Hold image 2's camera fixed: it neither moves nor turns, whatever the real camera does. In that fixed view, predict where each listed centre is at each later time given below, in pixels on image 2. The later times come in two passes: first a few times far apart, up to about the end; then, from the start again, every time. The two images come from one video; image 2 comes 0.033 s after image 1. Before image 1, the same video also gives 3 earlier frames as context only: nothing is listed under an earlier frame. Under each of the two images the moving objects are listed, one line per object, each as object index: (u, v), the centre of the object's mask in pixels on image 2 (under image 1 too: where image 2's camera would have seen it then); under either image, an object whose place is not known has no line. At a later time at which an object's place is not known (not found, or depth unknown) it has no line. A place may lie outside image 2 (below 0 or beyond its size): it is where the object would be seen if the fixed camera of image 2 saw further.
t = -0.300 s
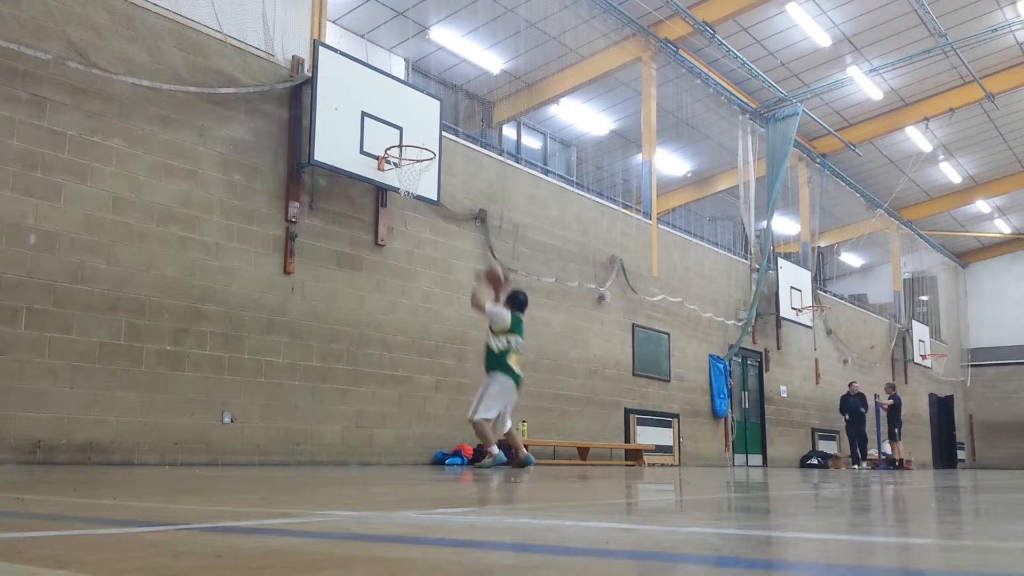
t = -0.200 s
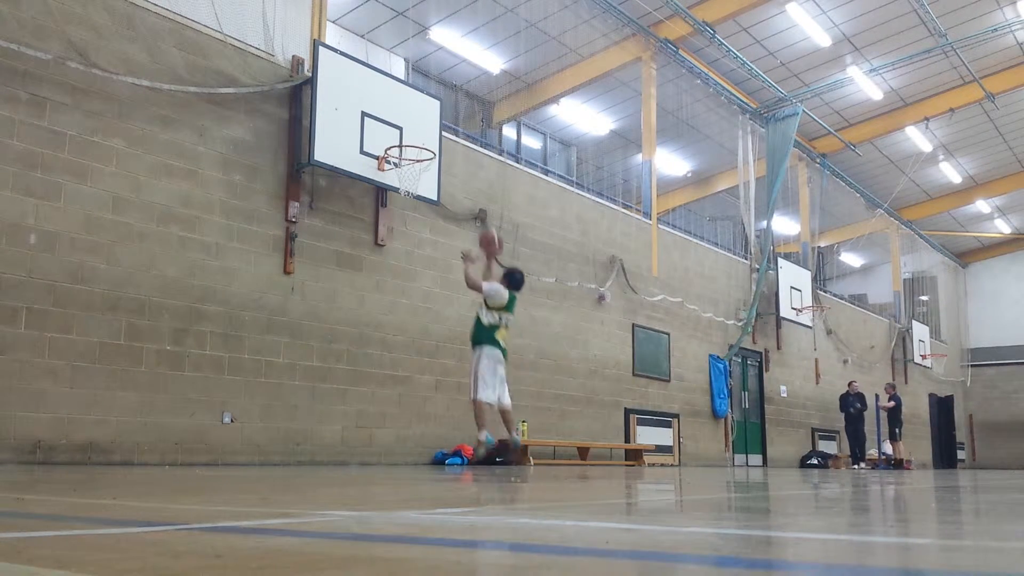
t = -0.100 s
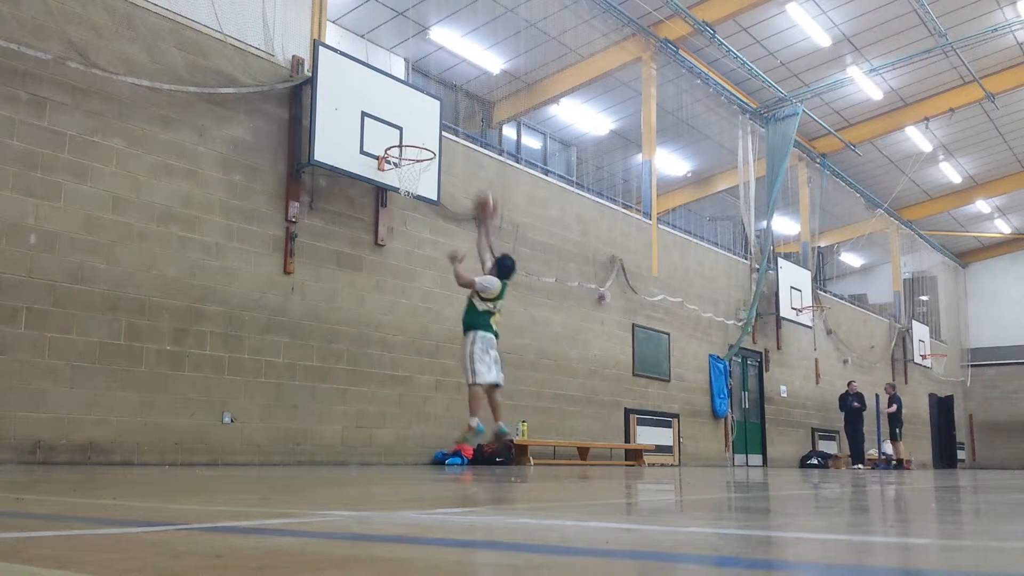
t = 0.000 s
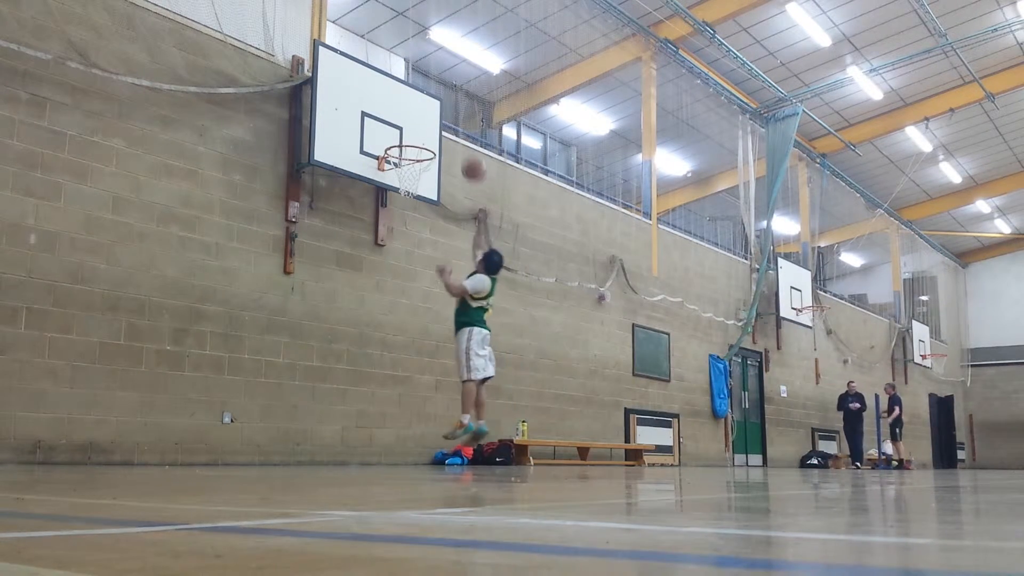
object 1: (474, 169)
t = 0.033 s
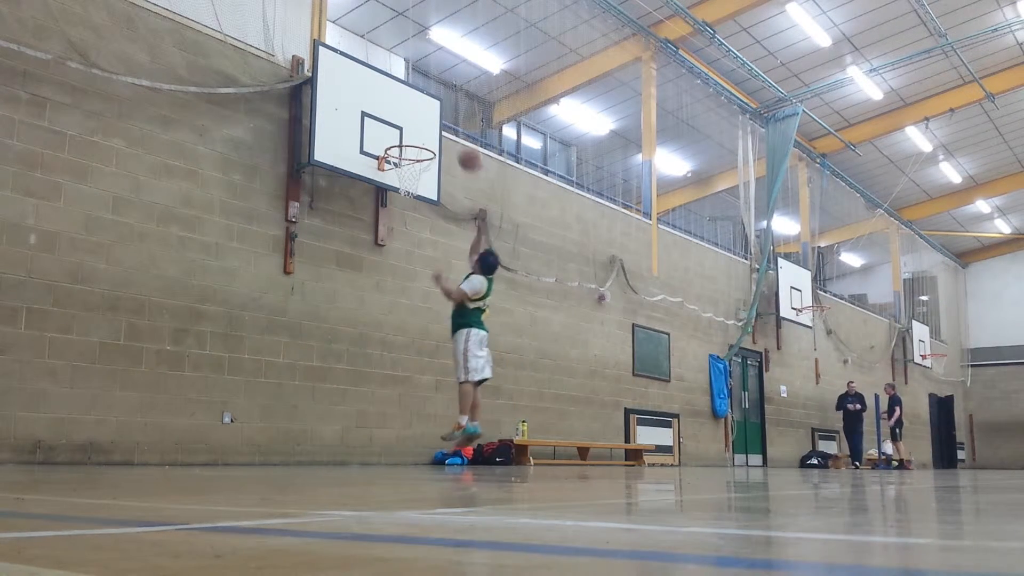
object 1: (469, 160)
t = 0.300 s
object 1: (439, 120)
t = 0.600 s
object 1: (402, 157)
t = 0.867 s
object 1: (399, 205)
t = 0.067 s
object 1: (466, 151)
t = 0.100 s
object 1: (462, 143)
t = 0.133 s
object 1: (458, 136)
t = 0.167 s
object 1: (454, 131)
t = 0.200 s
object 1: (450, 126)
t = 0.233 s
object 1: (446, 124)
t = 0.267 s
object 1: (442, 121)
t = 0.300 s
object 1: (439, 120)
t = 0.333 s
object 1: (433, 120)
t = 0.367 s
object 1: (431, 121)
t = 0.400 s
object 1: (426, 123)
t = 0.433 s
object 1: (422, 126)
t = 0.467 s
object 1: (419, 130)
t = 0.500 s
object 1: (415, 134)
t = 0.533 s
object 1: (410, 141)
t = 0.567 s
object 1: (406, 149)
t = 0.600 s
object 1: (402, 157)
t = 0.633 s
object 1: (398, 166)
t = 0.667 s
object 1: (395, 173)
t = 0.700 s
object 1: (395, 177)
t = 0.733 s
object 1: (397, 180)
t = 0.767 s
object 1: (397, 185)
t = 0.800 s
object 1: (398, 191)
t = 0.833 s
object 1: (399, 198)
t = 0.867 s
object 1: (399, 205)
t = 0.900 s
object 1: (400, 215)
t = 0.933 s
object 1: (401, 226)
